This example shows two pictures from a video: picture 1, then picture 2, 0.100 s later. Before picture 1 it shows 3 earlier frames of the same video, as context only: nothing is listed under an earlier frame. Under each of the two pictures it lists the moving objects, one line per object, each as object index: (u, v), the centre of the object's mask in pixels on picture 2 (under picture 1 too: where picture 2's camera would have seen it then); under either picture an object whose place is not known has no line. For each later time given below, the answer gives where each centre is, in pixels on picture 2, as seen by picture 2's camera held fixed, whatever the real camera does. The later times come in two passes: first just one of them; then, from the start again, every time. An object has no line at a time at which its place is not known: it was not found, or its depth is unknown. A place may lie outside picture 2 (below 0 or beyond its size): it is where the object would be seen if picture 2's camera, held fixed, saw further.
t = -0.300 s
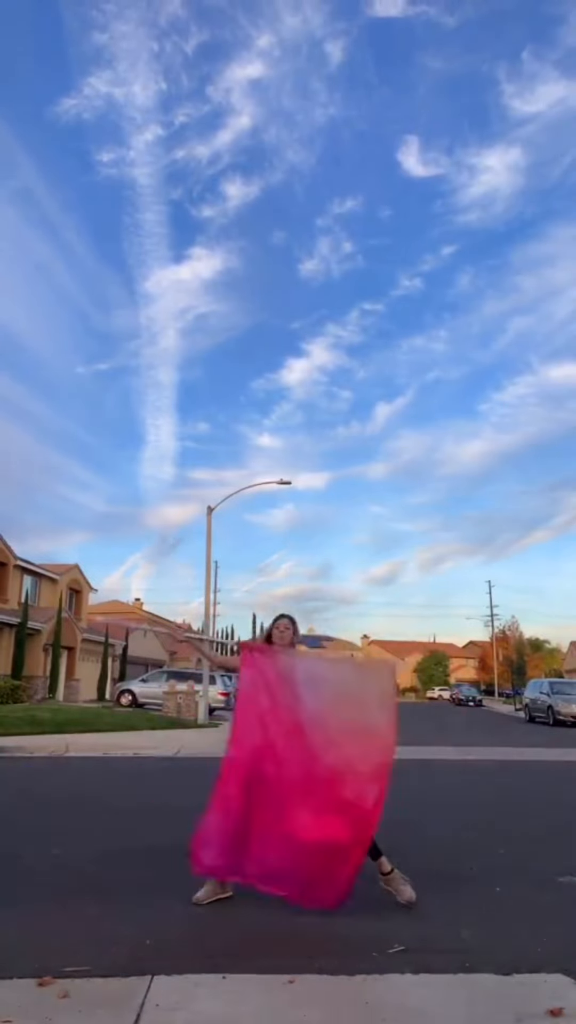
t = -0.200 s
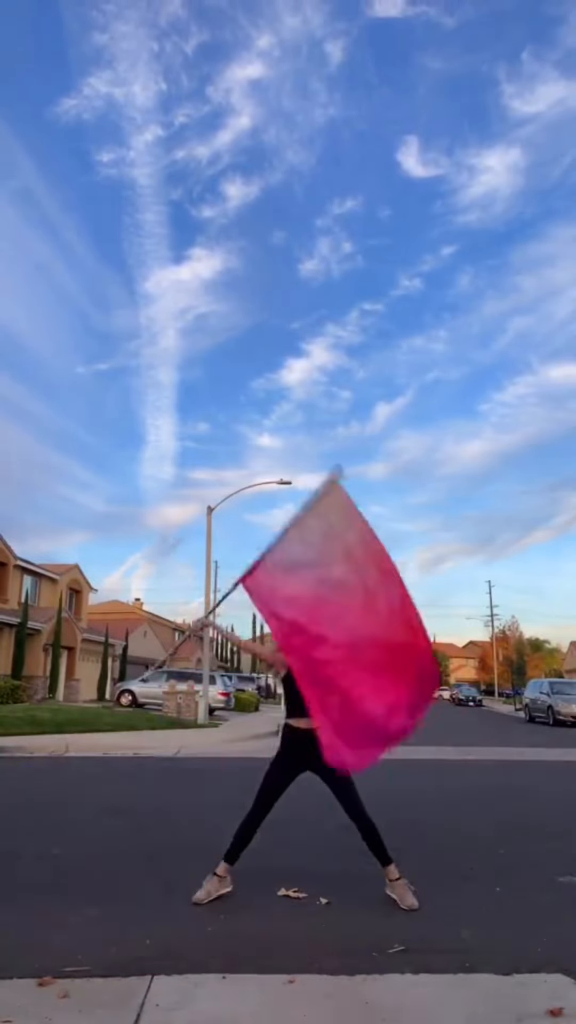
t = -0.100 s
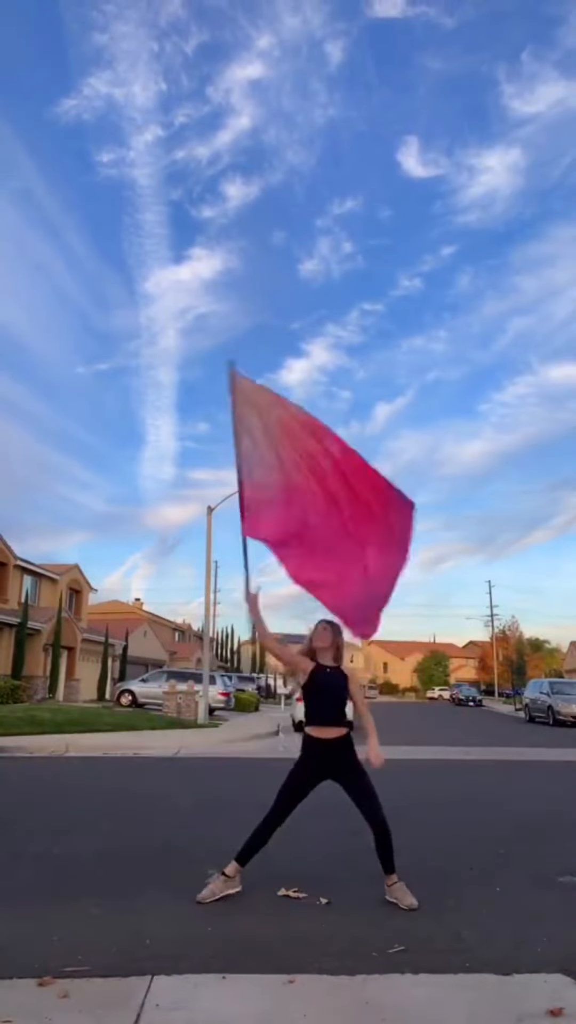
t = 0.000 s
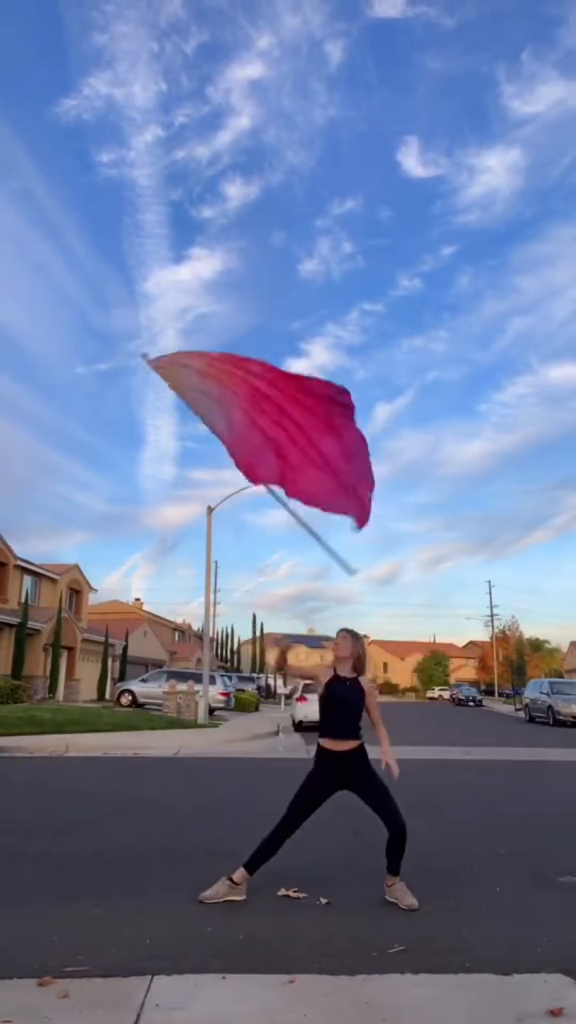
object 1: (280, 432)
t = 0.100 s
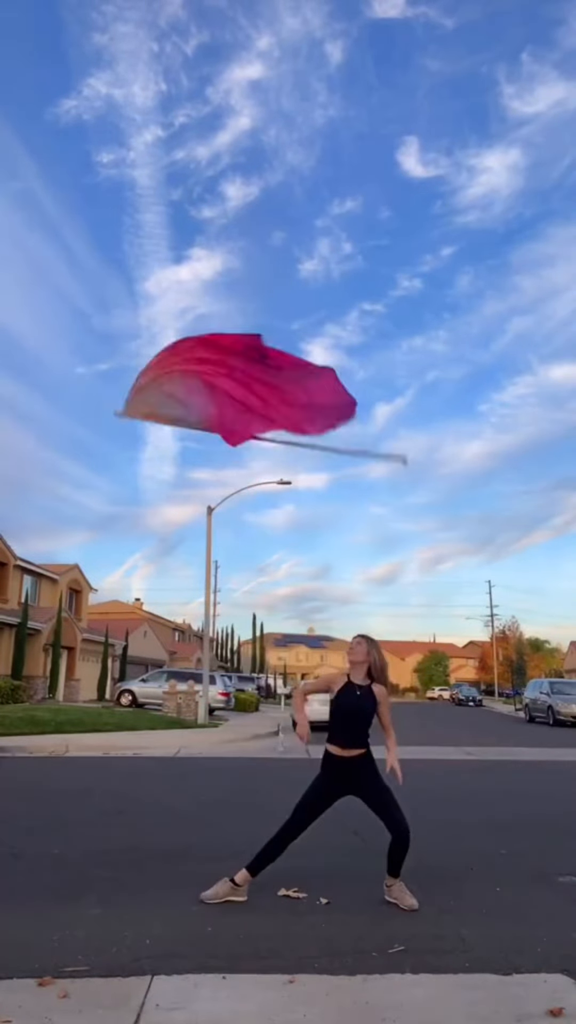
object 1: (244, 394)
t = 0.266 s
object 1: (192, 410)
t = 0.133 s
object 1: (229, 388)
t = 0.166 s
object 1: (217, 388)
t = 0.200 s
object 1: (207, 390)
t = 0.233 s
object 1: (198, 398)
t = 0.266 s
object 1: (192, 410)
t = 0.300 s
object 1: (190, 425)
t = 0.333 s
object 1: (191, 438)
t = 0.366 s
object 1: (197, 452)
